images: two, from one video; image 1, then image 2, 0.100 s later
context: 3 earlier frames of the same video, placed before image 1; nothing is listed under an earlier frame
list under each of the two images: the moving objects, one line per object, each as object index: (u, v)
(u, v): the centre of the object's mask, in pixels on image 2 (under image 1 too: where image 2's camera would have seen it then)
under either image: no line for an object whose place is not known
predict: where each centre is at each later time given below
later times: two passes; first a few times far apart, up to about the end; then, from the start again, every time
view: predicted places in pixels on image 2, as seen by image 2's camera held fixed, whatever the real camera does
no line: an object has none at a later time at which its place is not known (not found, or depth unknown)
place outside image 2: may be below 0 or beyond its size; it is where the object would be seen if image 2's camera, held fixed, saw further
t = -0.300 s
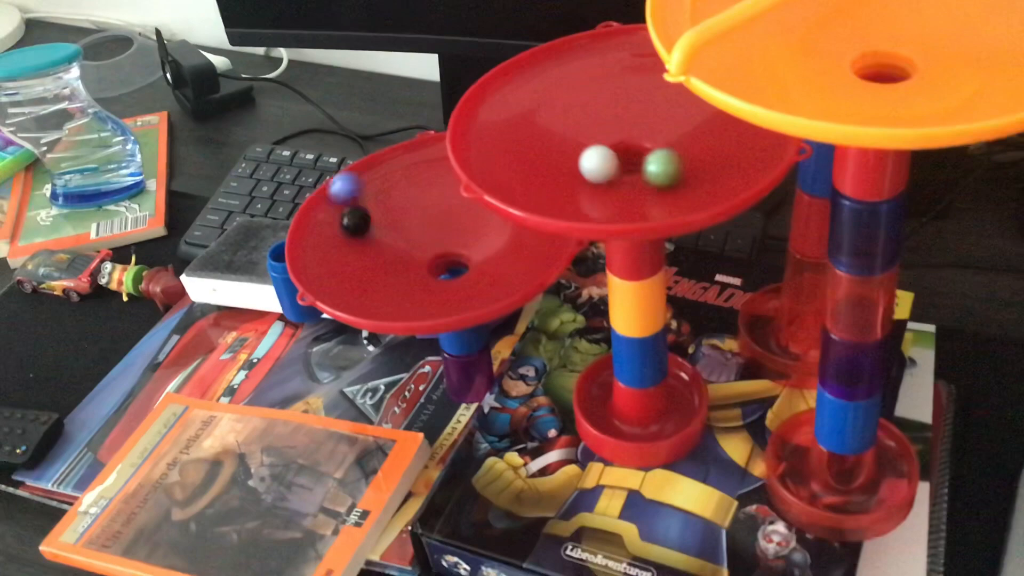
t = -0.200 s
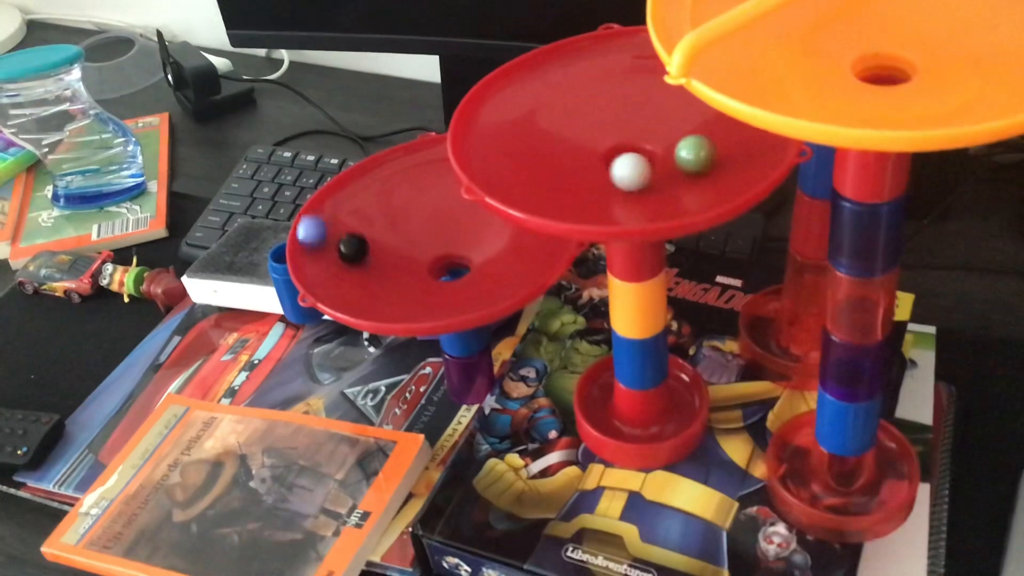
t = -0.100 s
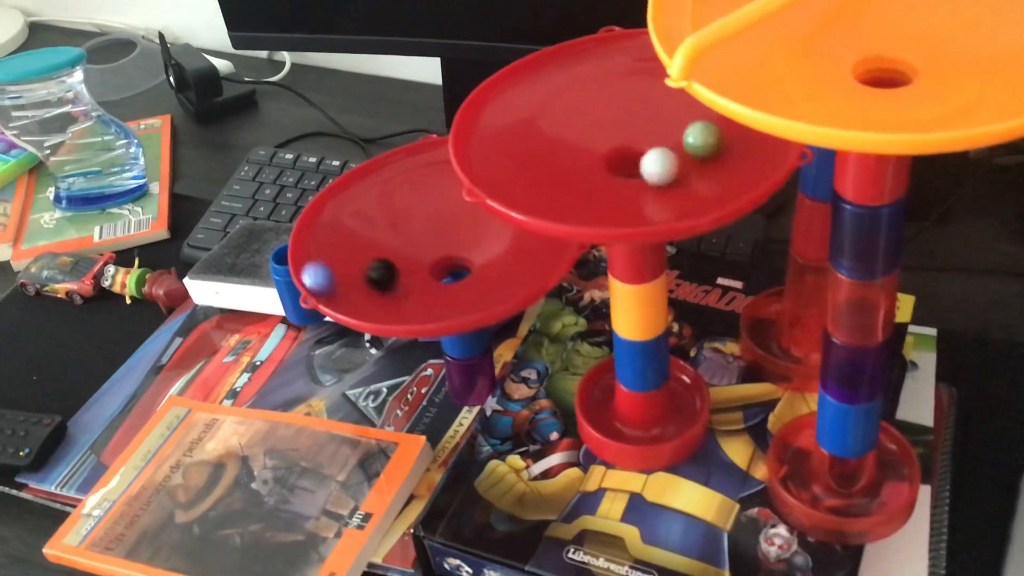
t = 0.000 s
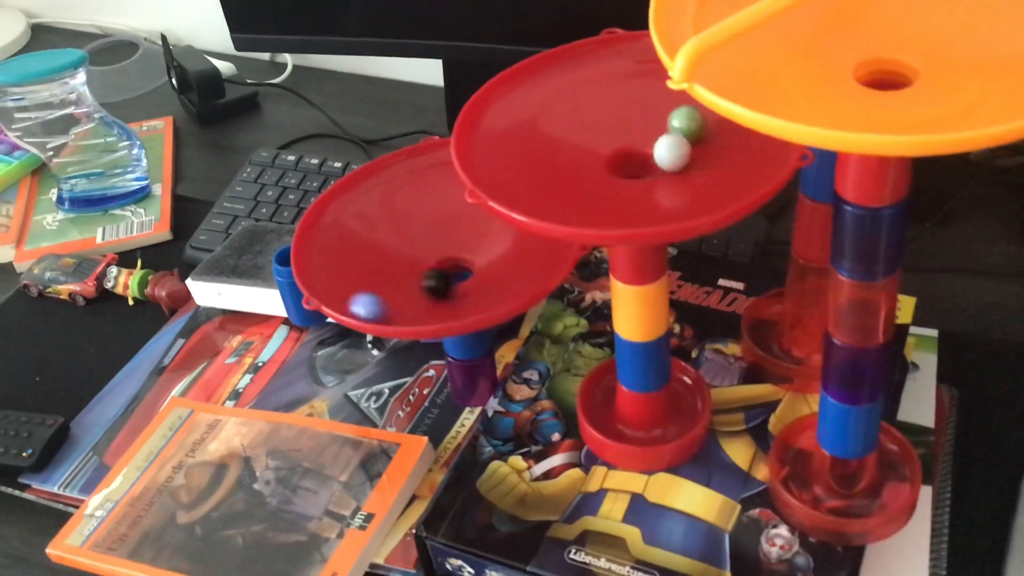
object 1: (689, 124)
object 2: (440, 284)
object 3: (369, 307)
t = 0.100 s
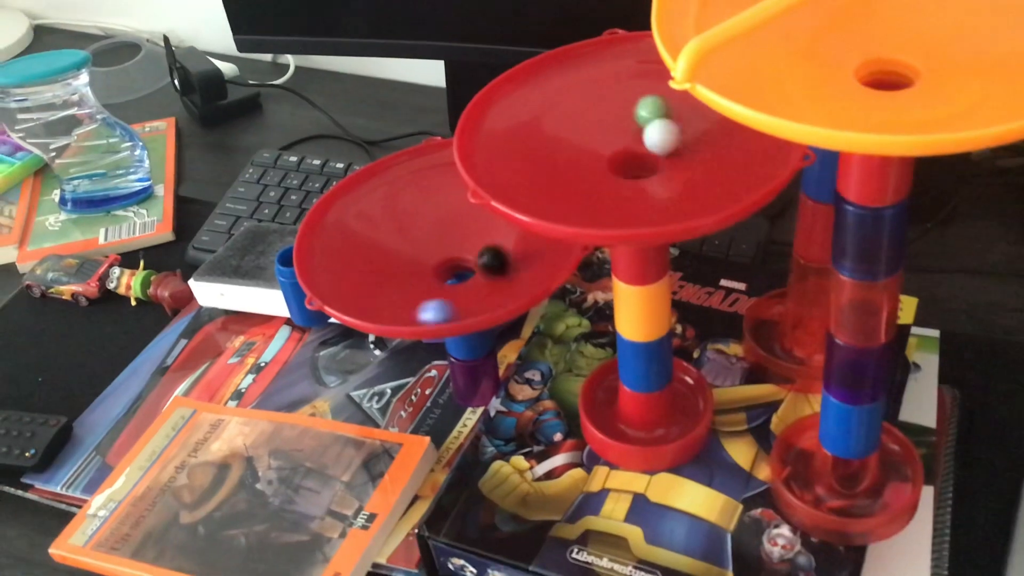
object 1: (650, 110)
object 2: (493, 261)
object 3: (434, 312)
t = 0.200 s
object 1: (610, 110)
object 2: (498, 227)
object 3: (496, 297)
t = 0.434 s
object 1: (560, 143)
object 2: (400, 231)
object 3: (530, 232)
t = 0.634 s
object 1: (613, 176)
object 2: (398, 283)
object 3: (419, 190)
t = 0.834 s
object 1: (687, 166)
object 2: (477, 270)
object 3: (323, 226)
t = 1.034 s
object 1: (685, 131)
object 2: (440, 215)
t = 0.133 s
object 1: (637, 108)
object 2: (501, 249)
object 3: (456, 309)
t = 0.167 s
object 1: (622, 108)
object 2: (503, 236)
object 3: (477, 304)
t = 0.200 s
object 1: (610, 110)
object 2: (498, 227)
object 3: (496, 297)
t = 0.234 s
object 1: (598, 111)
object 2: (489, 220)
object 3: (514, 288)
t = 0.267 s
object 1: (587, 115)
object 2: (477, 214)
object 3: (529, 278)
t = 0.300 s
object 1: (578, 119)
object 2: (462, 210)
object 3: (538, 267)
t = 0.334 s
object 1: (570, 124)
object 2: (446, 212)
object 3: (545, 256)
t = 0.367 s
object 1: (564, 129)
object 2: (429, 216)
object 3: (544, 246)
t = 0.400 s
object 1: (561, 135)
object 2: (413, 222)
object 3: (541, 239)
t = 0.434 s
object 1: (560, 143)
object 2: (400, 231)
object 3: (530, 232)
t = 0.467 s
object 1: (562, 150)
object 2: (390, 240)
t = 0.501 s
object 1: (568, 157)
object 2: (384, 250)
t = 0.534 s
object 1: (576, 163)
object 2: (382, 260)
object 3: (484, 207)
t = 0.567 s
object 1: (586, 169)
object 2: (384, 270)
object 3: (461, 193)
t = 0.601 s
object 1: (599, 173)
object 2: (389, 277)
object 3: (444, 190)
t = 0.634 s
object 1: (613, 176)
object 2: (398, 283)
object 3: (419, 190)
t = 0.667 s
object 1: (627, 178)
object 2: (409, 286)
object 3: (398, 192)
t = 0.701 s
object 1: (641, 179)
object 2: (422, 287)
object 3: (376, 197)
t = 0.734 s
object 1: (655, 178)
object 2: (437, 287)
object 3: (356, 201)
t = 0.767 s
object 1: (668, 175)
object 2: (452, 283)
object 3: (338, 207)
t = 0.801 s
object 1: (679, 171)
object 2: (465, 278)
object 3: (326, 214)
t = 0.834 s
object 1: (687, 166)
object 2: (477, 270)
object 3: (323, 226)
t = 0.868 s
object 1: (693, 161)
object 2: (484, 260)
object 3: (322, 236)
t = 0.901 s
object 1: (696, 155)
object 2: (486, 248)
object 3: (323, 247)
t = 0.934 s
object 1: (697, 148)
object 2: (481, 236)
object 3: (328, 259)
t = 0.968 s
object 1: (696, 142)
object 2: (469, 226)
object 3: (336, 269)
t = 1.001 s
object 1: (692, 137)
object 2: (455, 218)
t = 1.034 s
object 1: (685, 131)
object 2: (440, 215)
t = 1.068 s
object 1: (675, 126)
